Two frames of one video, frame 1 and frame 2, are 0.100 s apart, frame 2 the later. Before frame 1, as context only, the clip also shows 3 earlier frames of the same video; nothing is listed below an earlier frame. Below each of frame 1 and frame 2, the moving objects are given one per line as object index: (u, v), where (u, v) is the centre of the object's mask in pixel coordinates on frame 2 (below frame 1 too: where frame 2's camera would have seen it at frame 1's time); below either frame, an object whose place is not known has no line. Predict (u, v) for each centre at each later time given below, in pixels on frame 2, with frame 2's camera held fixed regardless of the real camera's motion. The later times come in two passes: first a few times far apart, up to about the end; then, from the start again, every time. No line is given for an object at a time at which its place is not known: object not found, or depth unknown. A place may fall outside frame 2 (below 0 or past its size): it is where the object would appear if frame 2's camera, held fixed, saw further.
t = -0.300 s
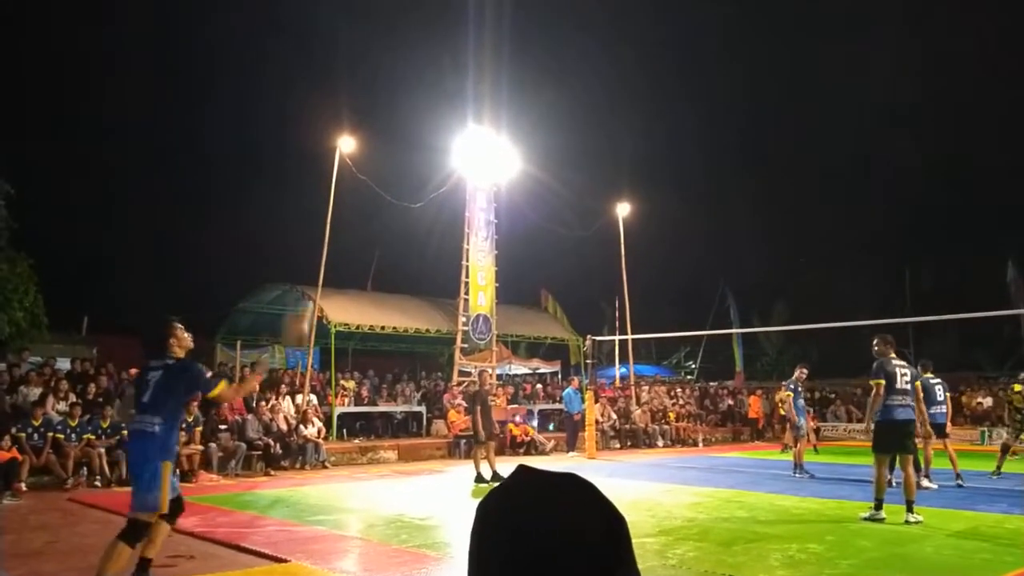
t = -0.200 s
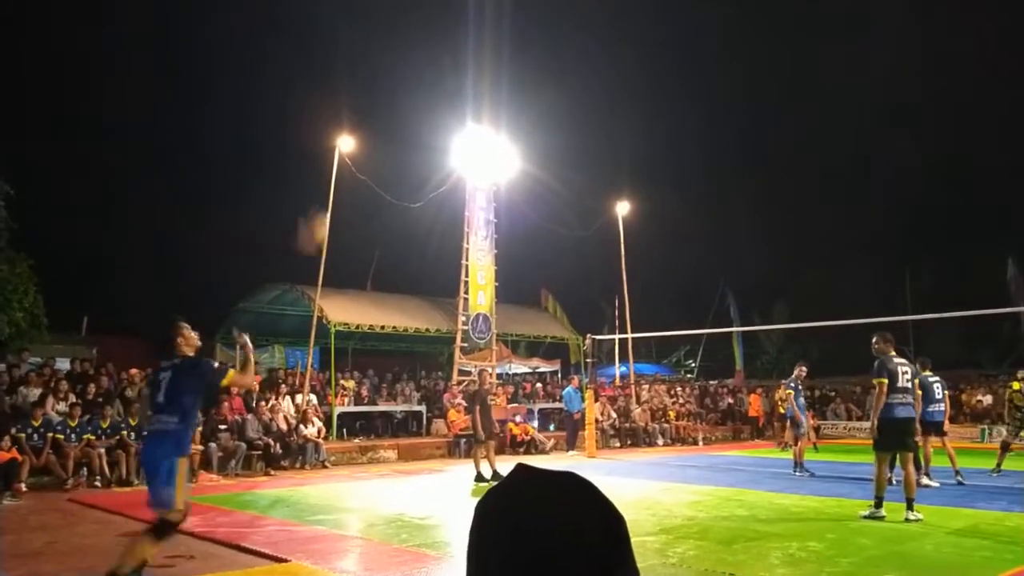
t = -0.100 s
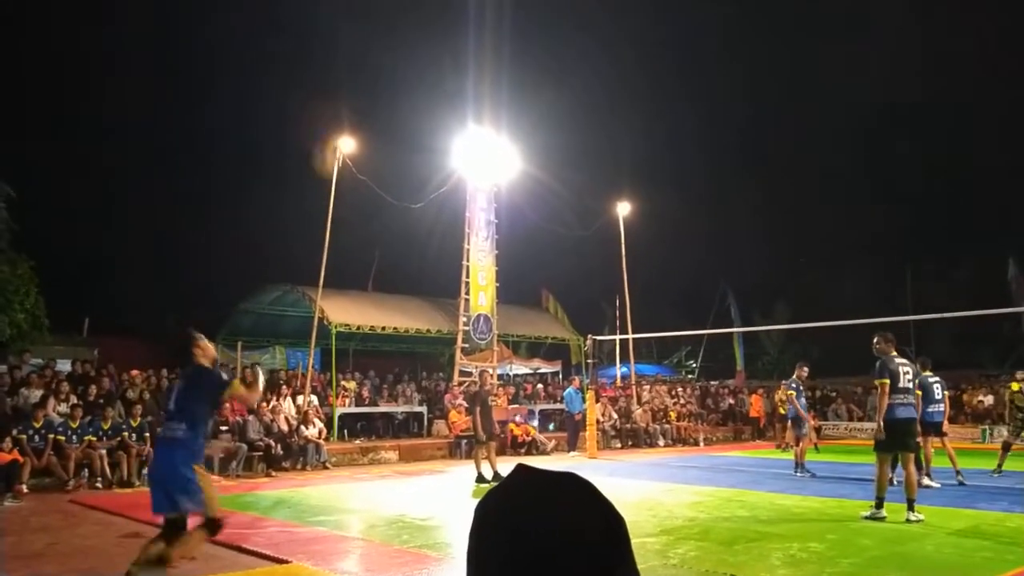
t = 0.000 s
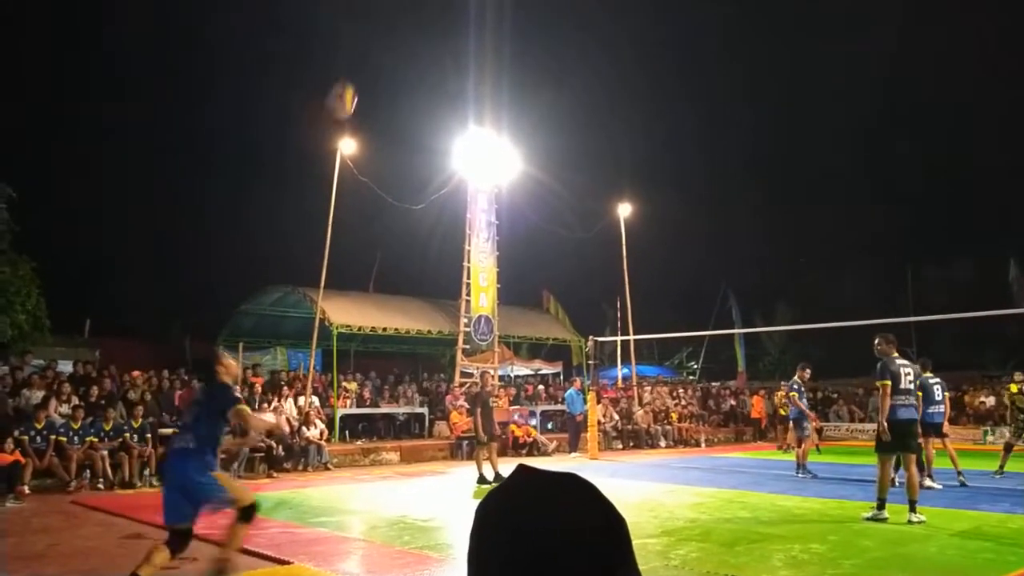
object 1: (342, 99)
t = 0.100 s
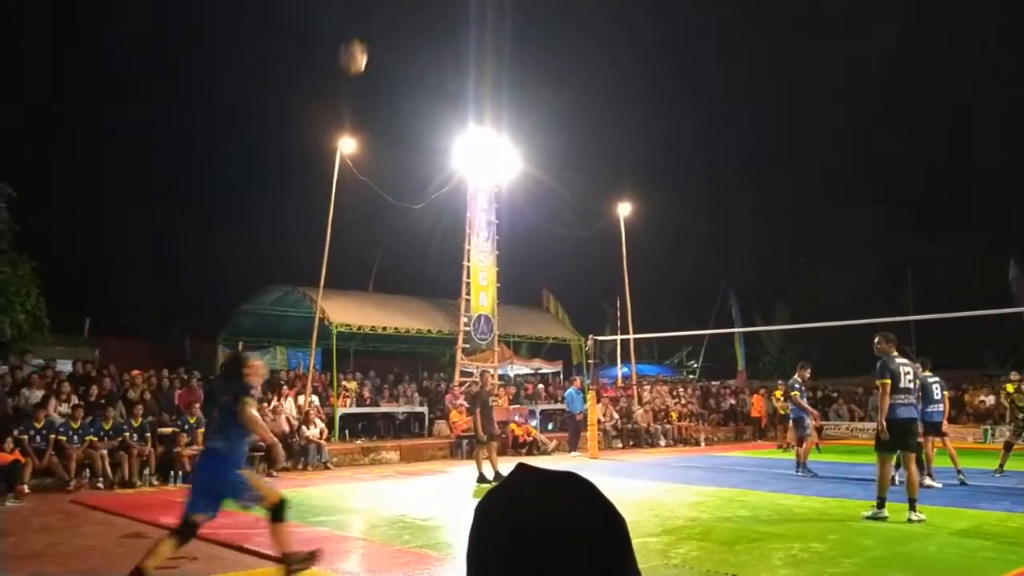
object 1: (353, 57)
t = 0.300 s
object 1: (377, 13)
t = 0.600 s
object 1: (408, 36)
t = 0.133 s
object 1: (357, 46)
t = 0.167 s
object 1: (361, 36)
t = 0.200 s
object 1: (365, 28)
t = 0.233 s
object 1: (369, 21)
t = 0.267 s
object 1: (372, 16)
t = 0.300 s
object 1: (377, 13)
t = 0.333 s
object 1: (380, 11)
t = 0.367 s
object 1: (384, 11)
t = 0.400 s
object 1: (387, 11)
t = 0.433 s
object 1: (390, 12)
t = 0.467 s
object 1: (393, 14)
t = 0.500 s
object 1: (397, 17)
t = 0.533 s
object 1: (400, 21)
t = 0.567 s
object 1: (404, 28)
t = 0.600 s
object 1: (408, 36)
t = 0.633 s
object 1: (410, 43)
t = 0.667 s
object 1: (412, 52)
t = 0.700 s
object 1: (416, 64)
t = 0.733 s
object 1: (420, 76)
